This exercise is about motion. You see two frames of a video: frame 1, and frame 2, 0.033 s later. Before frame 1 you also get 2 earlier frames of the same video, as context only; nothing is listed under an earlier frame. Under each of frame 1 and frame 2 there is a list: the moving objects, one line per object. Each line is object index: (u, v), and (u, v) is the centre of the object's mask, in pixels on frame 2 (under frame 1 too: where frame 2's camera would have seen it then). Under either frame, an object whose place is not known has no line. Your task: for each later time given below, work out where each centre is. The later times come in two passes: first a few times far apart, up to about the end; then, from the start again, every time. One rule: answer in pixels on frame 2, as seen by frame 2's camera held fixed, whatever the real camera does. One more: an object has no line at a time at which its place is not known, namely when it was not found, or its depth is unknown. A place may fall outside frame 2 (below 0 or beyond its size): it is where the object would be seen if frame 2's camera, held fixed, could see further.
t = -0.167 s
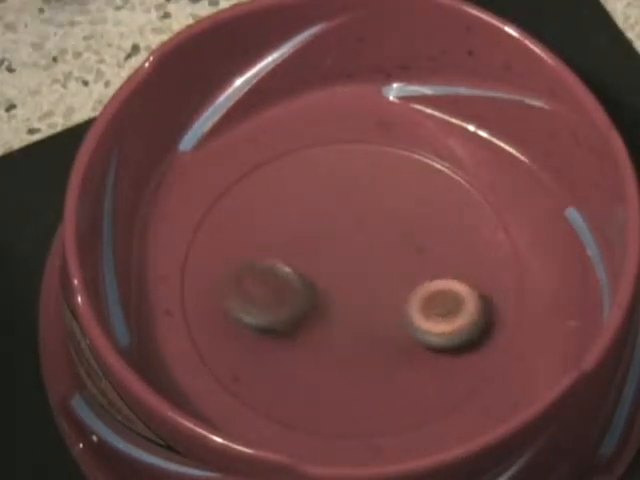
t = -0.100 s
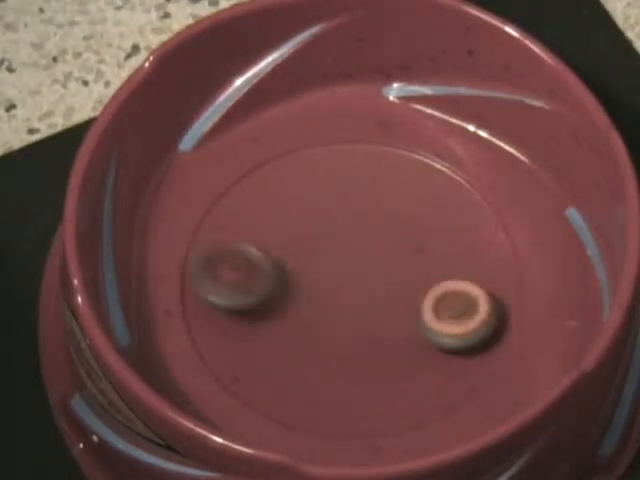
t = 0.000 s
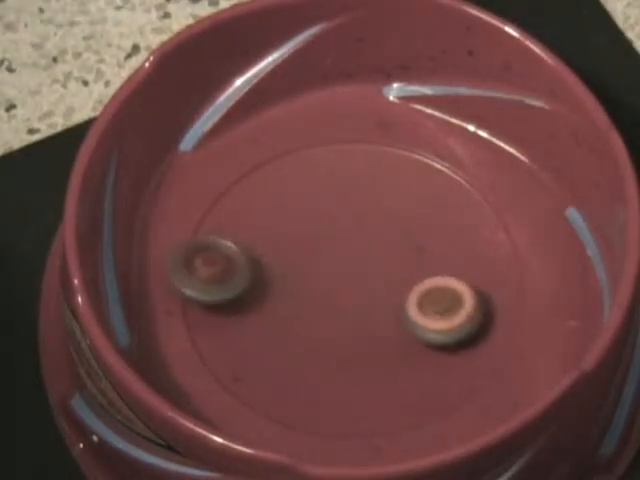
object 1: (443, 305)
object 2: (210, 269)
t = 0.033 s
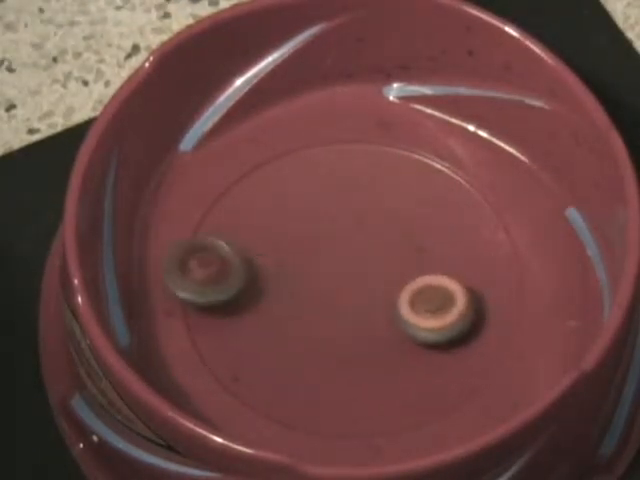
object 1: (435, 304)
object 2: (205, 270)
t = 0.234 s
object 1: (380, 301)
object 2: (209, 294)
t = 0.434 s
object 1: (407, 320)
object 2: (205, 285)
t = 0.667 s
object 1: (506, 284)
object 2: (183, 225)
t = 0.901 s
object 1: (372, 220)
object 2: (213, 140)
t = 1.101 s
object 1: (273, 224)
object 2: (261, 160)
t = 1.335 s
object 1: (210, 269)
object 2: (342, 209)
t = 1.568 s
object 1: (203, 292)
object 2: (393, 223)
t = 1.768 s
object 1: (251, 305)
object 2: (425, 215)
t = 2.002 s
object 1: (310, 270)
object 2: (428, 227)
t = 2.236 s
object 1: (336, 227)
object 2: (408, 268)
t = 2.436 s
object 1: (344, 198)
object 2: (403, 311)
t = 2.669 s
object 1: (347, 187)
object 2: (410, 338)
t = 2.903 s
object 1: (368, 202)
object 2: (402, 333)
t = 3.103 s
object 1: (387, 224)
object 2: (370, 309)
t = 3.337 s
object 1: (412, 247)
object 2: (315, 298)
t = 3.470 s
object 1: (425, 258)
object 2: (293, 299)
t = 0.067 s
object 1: (426, 303)
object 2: (202, 273)
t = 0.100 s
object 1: (417, 302)
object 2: (200, 276)
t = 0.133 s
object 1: (407, 301)
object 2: (199, 280)
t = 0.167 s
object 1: (398, 301)
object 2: (199, 283)
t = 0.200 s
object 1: (388, 301)
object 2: (203, 289)
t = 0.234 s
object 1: (380, 301)
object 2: (209, 294)
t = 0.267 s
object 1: (371, 303)
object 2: (215, 296)
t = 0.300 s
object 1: (363, 304)
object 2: (223, 300)
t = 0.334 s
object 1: (354, 306)
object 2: (230, 303)
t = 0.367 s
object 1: (346, 308)
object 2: (253, 310)
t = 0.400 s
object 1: (368, 316)
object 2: (234, 299)
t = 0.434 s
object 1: (407, 320)
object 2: (205, 285)
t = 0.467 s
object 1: (442, 325)
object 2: (183, 270)
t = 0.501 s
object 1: (472, 324)
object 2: (171, 260)
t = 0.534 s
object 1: (496, 322)
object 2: (162, 251)
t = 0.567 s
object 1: (511, 317)
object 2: (165, 241)
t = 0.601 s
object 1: (517, 310)
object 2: (174, 238)
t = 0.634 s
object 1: (515, 299)
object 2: (178, 229)
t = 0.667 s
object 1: (506, 284)
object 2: (183, 225)
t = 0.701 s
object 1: (490, 270)
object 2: (187, 212)
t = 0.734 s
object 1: (471, 259)
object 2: (190, 198)
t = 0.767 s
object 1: (452, 248)
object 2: (196, 188)
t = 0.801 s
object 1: (431, 238)
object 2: (201, 176)
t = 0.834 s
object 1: (411, 231)
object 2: (204, 163)
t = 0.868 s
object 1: (391, 224)
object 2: (207, 150)
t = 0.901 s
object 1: (372, 220)
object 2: (213, 140)
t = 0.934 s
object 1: (353, 217)
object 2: (221, 138)
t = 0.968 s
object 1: (335, 215)
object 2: (228, 141)
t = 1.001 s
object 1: (318, 214)
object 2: (236, 146)
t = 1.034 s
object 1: (302, 215)
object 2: (243, 151)
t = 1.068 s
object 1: (287, 217)
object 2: (251, 156)
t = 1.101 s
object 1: (273, 224)
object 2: (261, 160)
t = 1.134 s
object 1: (260, 233)
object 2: (277, 166)
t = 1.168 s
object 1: (247, 243)
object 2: (290, 171)
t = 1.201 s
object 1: (236, 251)
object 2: (302, 178)
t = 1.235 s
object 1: (228, 257)
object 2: (313, 186)
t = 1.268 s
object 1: (222, 261)
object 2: (325, 194)
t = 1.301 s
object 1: (216, 265)
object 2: (334, 202)
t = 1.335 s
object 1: (210, 269)
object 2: (342, 209)
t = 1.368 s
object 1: (207, 272)
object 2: (350, 215)
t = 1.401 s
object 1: (204, 276)
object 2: (357, 219)
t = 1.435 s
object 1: (202, 280)
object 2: (364, 223)
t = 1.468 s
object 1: (201, 283)
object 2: (371, 225)
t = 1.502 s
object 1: (201, 286)
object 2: (378, 226)
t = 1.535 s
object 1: (202, 290)
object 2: (386, 225)
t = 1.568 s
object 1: (203, 292)
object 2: (393, 223)
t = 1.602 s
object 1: (206, 295)
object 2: (400, 222)
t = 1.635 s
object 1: (210, 300)
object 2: (407, 220)
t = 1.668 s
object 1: (217, 303)
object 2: (413, 219)
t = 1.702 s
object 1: (226, 305)
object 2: (419, 217)
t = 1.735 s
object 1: (238, 306)
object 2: (424, 216)
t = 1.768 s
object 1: (251, 305)
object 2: (425, 215)
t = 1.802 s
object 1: (262, 303)
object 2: (428, 215)
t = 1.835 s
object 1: (272, 300)
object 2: (429, 216)
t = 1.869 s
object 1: (281, 295)
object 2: (430, 217)
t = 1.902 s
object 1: (290, 290)
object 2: (431, 219)
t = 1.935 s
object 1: (298, 284)
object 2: (430, 221)
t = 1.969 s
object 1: (305, 277)
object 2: (429, 224)
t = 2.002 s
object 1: (310, 270)
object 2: (428, 227)
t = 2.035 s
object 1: (314, 263)
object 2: (426, 231)
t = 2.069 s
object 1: (318, 257)
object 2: (424, 236)
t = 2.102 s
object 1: (322, 251)
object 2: (422, 241)
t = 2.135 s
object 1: (326, 245)
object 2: (419, 248)
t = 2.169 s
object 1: (330, 239)
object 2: (413, 254)
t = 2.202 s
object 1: (333, 233)
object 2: (410, 261)
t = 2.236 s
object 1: (336, 227)
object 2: (408, 268)
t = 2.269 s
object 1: (339, 222)
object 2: (406, 276)
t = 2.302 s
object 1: (341, 216)
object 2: (404, 283)
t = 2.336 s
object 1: (343, 211)
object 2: (403, 290)
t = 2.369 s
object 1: (344, 206)
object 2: (402, 297)
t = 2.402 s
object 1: (344, 202)
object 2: (403, 304)
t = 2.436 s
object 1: (344, 198)
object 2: (403, 311)
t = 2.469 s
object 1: (344, 195)
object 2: (403, 317)
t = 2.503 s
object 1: (344, 192)
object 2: (404, 322)
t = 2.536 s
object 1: (344, 191)
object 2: (405, 327)
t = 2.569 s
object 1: (344, 189)
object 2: (406, 331)
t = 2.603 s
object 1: (345, 187)
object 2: (408, 334)
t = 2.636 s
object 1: (346, 187)
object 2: (409, 337)
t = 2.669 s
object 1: (347, 187)
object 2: (410, 338)
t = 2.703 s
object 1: (349, 187)
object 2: (409, 339)
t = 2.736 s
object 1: (351, 188)
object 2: (409, 340)
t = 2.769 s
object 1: (353, 190)
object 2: (409, 340)
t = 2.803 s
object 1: (357, 192)
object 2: (408, 340)
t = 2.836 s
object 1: (360, 195)
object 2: (406, 339)
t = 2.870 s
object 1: (364, 198)
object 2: (404, 336)
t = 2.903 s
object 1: (368, 202)
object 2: (402, 333)
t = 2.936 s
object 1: (372, 206)
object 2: (398, 328)
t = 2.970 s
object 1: (376, 210)
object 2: (394, 323)
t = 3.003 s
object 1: (379, 215)
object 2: (389, 319)
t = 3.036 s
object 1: (381, 217)
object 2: (384, 316)
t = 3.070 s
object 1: (384, 220)
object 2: (377, 312)
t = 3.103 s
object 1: (387, 224)
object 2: (370, 309)
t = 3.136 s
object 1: (391, 227)
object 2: (362, 305)
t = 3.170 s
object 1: (394, 230)
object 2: (353, 303)
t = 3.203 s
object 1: (398, 234)
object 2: (345, 300)
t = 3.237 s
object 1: (402, 237)
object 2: (339, 300)
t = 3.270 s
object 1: (405, 240)
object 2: (330, 299)
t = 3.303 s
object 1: (408, 243)
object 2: (322, 298)
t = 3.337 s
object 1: (412, 247)
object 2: (315, 298)
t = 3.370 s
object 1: (415, 250)
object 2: (309, 298)
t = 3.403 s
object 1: (418, 252)
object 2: (303, 297)
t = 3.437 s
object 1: (421, 255)
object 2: (298, 298)
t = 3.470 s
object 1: (425, 258)
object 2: (293, 299)
